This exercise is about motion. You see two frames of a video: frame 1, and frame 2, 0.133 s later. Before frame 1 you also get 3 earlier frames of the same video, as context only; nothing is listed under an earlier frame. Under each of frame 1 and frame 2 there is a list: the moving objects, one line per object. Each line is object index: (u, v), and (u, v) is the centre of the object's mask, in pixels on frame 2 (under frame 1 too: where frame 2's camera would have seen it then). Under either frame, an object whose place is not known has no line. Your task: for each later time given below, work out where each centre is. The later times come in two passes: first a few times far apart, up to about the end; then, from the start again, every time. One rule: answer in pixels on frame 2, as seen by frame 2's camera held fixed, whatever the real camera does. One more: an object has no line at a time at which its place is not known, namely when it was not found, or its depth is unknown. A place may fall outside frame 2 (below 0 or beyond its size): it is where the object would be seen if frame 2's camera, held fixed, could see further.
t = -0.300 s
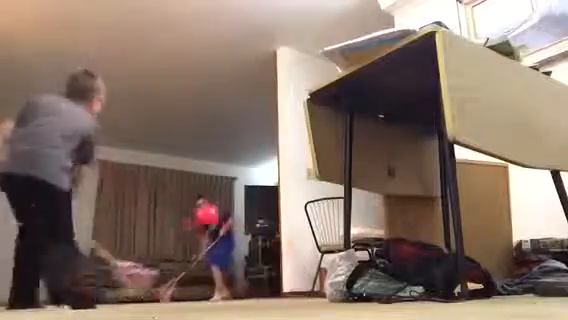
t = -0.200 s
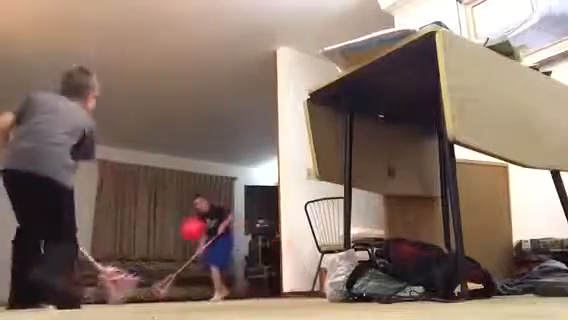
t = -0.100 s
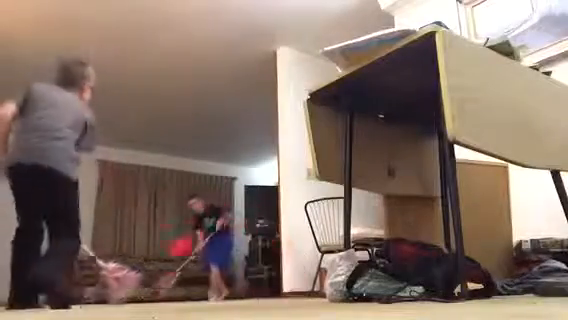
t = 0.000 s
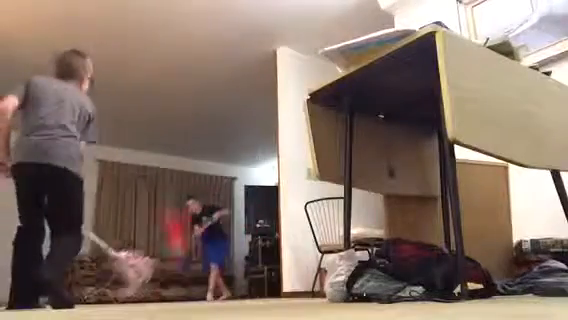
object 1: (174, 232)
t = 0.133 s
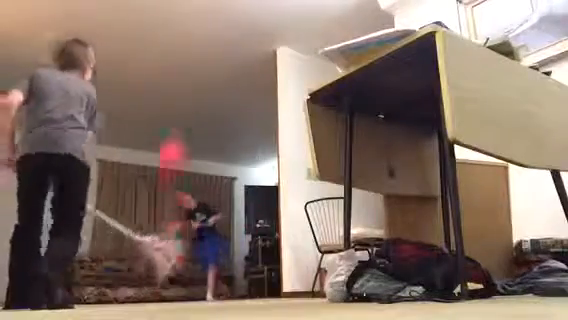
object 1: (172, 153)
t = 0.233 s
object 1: (170, 101)
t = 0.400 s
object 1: (160, 15)
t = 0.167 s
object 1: (173, 135)
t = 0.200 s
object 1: (173, 119)
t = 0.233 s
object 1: (170, 101)
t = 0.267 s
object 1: (168, 82)
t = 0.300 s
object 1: (164, 66)
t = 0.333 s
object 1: (165, 48)
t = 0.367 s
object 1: (164, 31)
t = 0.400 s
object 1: (160, 15)
